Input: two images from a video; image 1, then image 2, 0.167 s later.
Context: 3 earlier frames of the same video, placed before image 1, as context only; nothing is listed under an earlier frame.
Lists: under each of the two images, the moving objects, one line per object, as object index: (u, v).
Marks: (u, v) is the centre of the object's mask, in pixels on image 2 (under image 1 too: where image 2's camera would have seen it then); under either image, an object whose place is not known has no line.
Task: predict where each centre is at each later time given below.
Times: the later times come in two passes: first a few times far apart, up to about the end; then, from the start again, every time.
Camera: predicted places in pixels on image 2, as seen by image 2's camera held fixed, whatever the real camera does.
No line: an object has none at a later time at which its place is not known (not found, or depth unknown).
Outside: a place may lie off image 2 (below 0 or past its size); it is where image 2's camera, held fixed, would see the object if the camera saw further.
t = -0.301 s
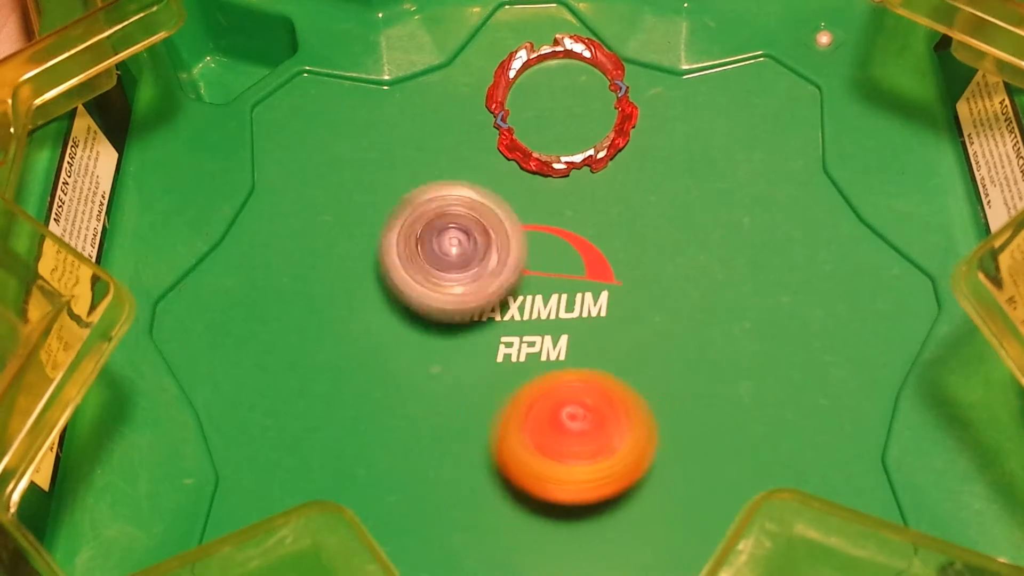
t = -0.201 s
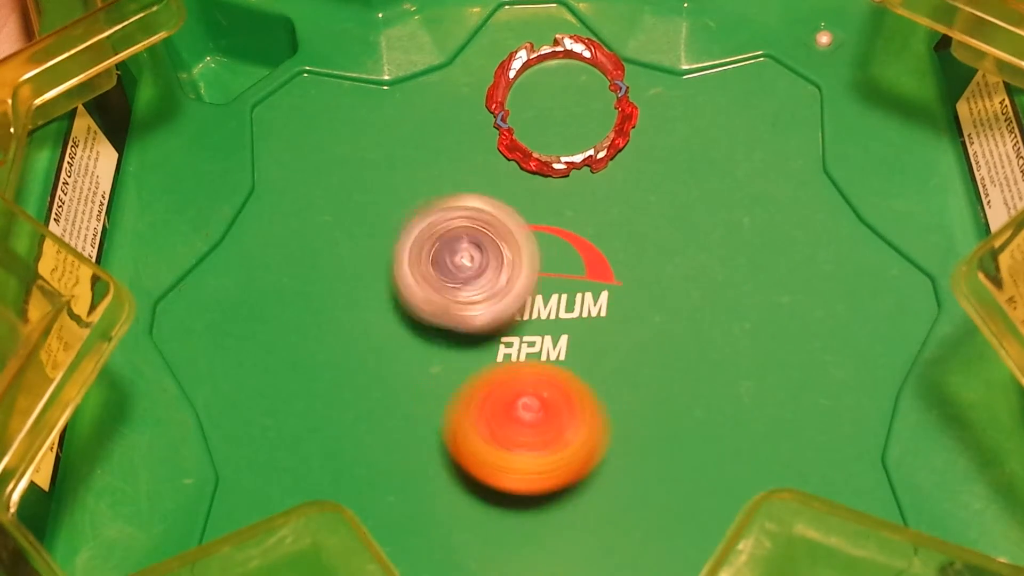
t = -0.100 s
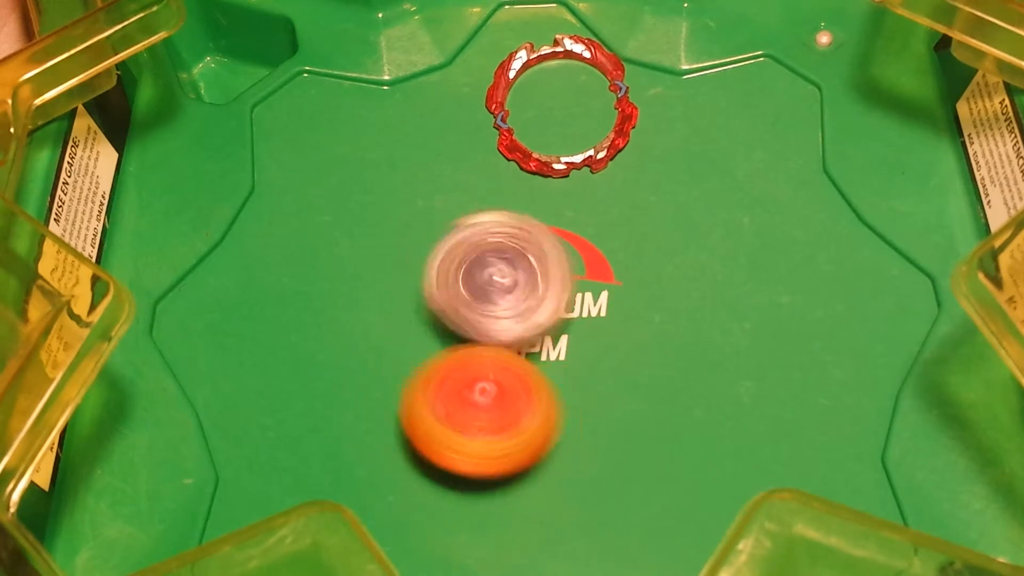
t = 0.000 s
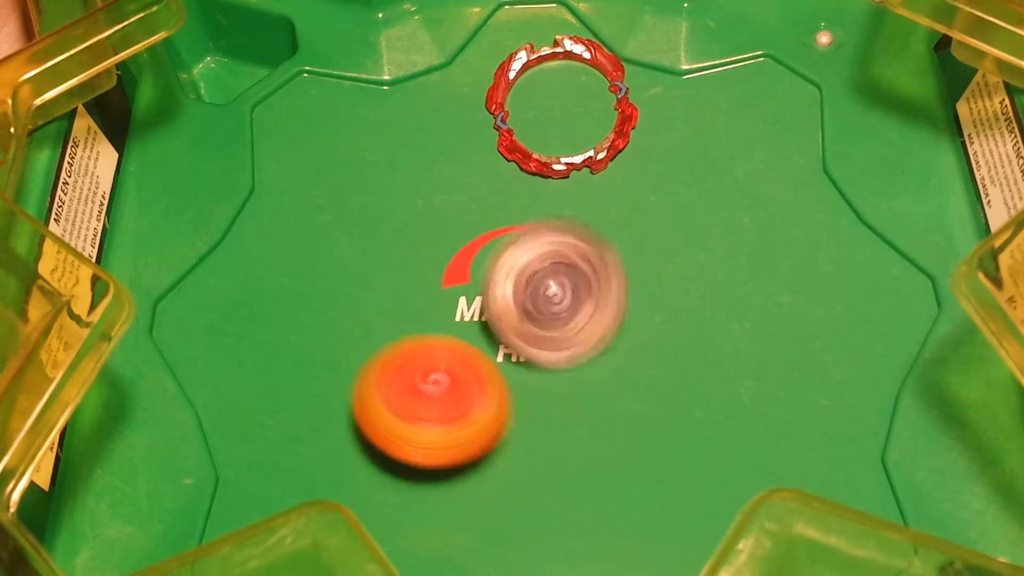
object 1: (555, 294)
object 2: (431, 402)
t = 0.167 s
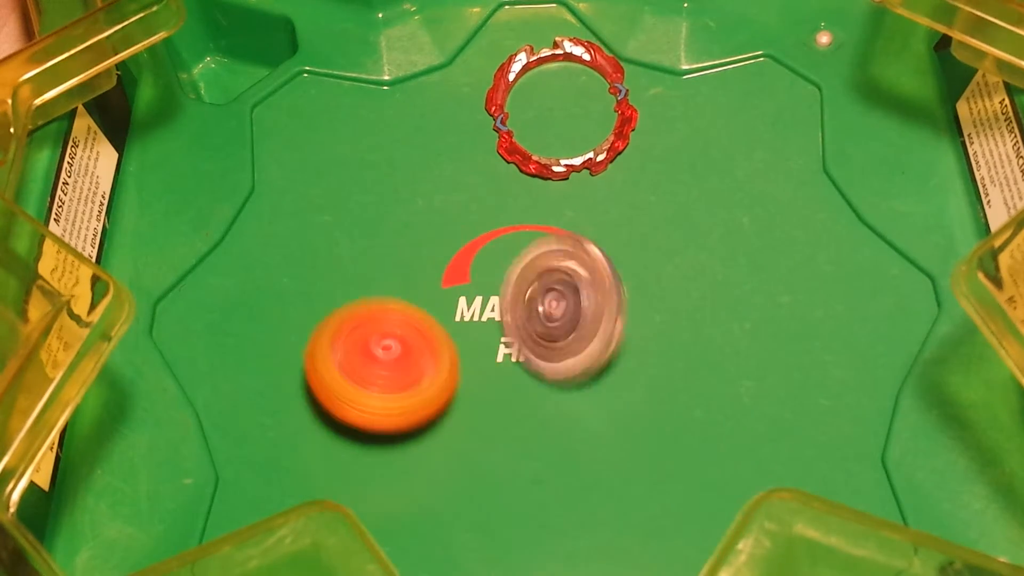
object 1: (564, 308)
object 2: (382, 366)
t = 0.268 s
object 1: (574, 330)
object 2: (372, 340)
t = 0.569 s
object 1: (624, 437)
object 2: (421, 265)
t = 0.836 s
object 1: (654, 434)
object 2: (530, 228)
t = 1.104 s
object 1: (588, 418)
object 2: (634, 234)
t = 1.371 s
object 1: (549, 349)
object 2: (694, 268)
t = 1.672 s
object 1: (546, 298)
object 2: (677, 346)
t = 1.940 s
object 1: (554, 287)
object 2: (566, 403)
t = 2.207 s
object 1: (551, 290)
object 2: (437, 402)
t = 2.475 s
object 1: (551, 290)
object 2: (386, 346)
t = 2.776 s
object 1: (551, 298)
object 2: (438, 265)
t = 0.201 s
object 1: (570, 312)
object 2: (377, 357)
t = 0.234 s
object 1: (570, 322)
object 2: (374, 349)
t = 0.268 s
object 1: (574, 330)
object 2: (372, 340)
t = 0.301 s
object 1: (569, 347)
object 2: (372, 331)
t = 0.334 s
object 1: (568, 357)
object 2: (374, 322)
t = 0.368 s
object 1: (570, 374)
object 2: (377, 313)
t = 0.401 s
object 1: (570, 391)
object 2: (380, 305)
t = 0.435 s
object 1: (575, 402)
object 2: (385, 296)
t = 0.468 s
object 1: (583, 414)
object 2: (392, 288)
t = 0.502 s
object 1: (598, 424)
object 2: (400, 280)
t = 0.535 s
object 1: (612, 432)
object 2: (410, 272)
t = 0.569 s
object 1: (624, 437)
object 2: (421, 265)
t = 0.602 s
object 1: (636, 439)
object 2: (432, 258)
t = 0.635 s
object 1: (643, 438)
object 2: (445, 251)
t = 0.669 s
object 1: (649, 436)
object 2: (458, 244)
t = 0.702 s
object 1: (653, 435)
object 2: (471, 240)
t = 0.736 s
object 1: (655, 434)
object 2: (485, 237)
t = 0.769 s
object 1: (656, 433)
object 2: (499, 234)
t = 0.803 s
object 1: (656, 433)
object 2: (514, 231)
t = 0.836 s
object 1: (654, 434)
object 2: (530, 228)
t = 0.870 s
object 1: (651, 435)
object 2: (545, 227)
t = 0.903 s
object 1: (647, 436)
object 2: (560, 226)
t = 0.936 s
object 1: (640, 438)
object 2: (574, 226)
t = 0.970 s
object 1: (632, 439)
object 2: (587, 225)
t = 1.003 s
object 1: (622, 437)
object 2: (600, 227)
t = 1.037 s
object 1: (611, 433)
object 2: (612, 229)
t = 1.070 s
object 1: (600, 426)
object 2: (624, 231)
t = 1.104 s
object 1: (588, 418)
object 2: (634, 234)
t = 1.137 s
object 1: (575, 406)
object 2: (643, 238)
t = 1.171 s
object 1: (570, 393)
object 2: (651, 243)
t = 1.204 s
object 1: (571, 379)
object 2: (657, 248)
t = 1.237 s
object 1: (573, 369)
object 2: (663, 254)
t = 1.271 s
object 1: (561, 364)
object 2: (676, 256)
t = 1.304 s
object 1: (552, 361)
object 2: (684, 259)
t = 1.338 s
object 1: (549, 356)
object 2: (690, 263)
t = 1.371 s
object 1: (549, 349)
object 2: (694, 268)
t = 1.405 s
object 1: (551, 342)
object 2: (697, 273)
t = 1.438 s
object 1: (554, 335)
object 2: (698, 279)
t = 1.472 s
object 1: (557, 331)
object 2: (698, 286)
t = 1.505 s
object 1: (560, 327)
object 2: (696, 293)
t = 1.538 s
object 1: (557, 322)
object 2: (696, 303)
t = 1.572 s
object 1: (544, 312)
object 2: (696, 315)
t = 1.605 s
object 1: (543, 306)
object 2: (692, 325)
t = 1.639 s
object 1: (544, 302)
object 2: (686, 336)
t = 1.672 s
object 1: (546, 298)
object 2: (677, 346)
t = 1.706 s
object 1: (548, 294)
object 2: (668, 355)
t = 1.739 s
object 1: (551, 289)
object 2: (657, 364)
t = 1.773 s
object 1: (553, 287)
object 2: (645, 373)
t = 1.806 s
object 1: (555, 284)
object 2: (631, 381)
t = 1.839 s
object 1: (557, 282)
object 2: (616, 388)
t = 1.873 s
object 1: (557, 283)
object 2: (600, 394)
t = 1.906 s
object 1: (555, 285)
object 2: (583, 399)
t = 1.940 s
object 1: (554, 287)
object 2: (566, 403)
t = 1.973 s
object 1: (553, 288)
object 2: (548, 406)
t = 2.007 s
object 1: (552, 289)
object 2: (531, 408)
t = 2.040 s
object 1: (550, 291)
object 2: (513, 409)
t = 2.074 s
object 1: (550, 291)
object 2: (495, 411)
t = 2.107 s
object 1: (550, 291)
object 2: (479, 411)
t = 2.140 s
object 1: (551, 290)
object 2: (464, 409)
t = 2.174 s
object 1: (551, 290)
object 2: (450, 406)
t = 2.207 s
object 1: (551, 290)
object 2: (437, 402)
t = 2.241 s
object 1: (551, 290)
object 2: (425, 397)
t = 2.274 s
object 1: (551, 290)
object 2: (414, 392)
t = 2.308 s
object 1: (551, 290)
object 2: (405, 386)
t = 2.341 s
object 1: (551, 290)
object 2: (398, 379)
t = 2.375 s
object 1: (551, 290)
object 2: (393, 371)
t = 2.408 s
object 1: (551, 290)
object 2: (389, 363)
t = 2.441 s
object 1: (551, 290)
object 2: (387, 355)
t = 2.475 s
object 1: (551, 290)
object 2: (386, 346)
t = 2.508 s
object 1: (551, 290)
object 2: (387, 337)
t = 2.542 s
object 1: (551, 290)
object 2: (389, 329)
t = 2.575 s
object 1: (551, 290)
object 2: (393, 319)
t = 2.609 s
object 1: (551, 290)
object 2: (399, 310)
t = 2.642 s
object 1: (551, 290)
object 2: (406, 301)
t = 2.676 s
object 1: (552, 289)
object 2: (415, 292)
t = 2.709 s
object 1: (554, 289)
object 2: (424, 284)
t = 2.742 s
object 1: (554, 291)
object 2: (433, 276)
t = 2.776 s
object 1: (551, 298)
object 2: (438, 265)
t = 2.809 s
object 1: (550, 301)
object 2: (443, 257)
